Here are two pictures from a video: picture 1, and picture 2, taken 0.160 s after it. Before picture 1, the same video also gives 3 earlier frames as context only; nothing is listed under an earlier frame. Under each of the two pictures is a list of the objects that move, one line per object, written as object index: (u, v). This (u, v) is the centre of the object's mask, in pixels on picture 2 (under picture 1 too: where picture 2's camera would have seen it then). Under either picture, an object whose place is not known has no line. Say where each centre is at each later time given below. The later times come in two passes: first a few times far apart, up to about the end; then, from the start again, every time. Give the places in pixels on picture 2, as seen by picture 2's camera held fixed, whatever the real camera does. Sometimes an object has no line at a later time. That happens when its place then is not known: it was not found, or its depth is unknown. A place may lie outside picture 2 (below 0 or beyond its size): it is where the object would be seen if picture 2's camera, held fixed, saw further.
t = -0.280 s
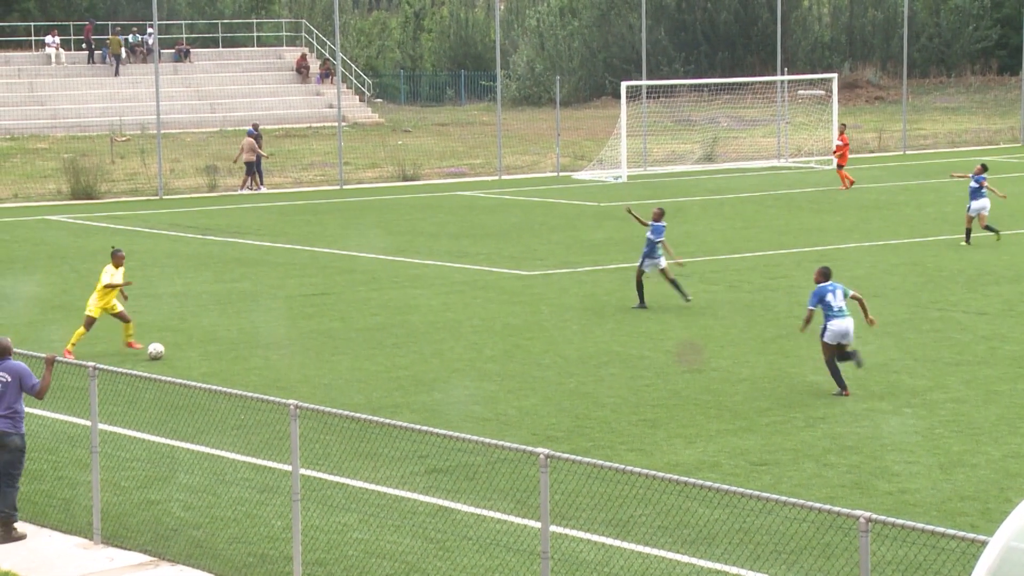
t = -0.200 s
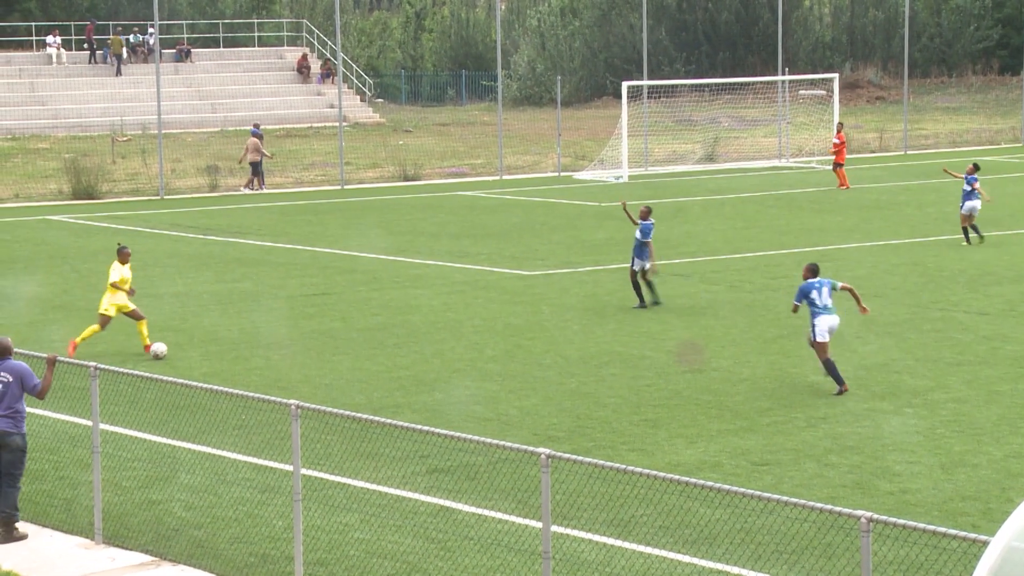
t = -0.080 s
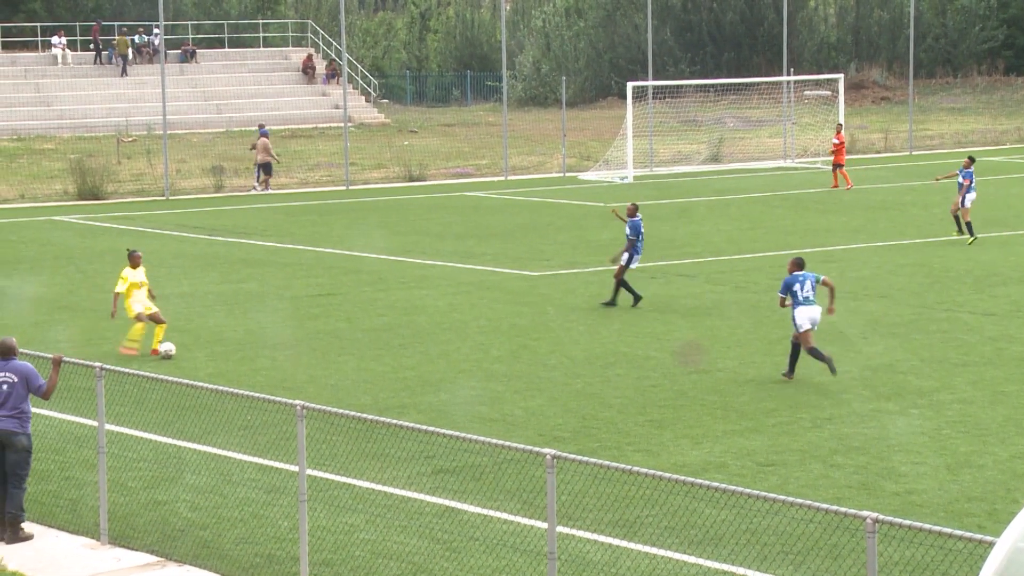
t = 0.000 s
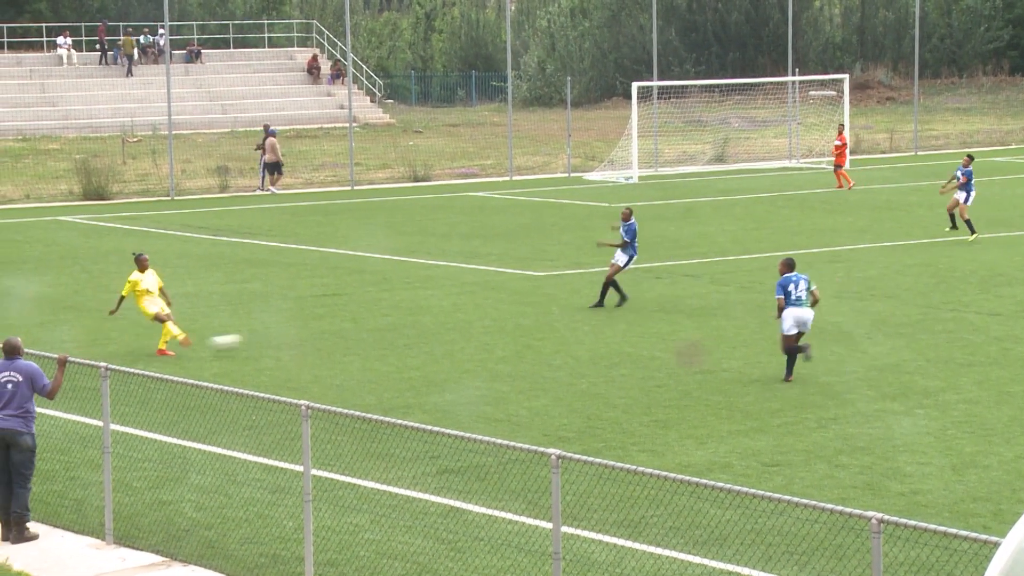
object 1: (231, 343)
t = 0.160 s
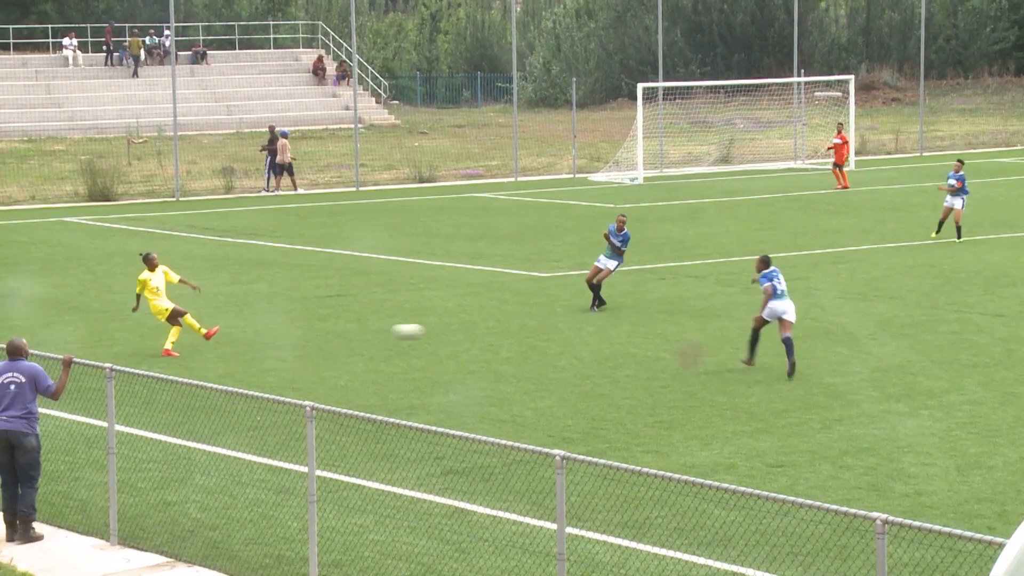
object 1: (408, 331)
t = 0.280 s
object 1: (536, 334)
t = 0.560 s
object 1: (783, 328)
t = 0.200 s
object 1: (451, 331)
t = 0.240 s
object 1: (494, 332)
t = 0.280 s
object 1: (536, 334)
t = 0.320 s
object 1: (578, 339)
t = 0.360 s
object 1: (615, 337)
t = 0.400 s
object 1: (650, 332)
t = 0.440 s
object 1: (684, 329)
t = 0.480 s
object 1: (715, 328)
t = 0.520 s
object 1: (756, 327)
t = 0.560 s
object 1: (783, 328)
